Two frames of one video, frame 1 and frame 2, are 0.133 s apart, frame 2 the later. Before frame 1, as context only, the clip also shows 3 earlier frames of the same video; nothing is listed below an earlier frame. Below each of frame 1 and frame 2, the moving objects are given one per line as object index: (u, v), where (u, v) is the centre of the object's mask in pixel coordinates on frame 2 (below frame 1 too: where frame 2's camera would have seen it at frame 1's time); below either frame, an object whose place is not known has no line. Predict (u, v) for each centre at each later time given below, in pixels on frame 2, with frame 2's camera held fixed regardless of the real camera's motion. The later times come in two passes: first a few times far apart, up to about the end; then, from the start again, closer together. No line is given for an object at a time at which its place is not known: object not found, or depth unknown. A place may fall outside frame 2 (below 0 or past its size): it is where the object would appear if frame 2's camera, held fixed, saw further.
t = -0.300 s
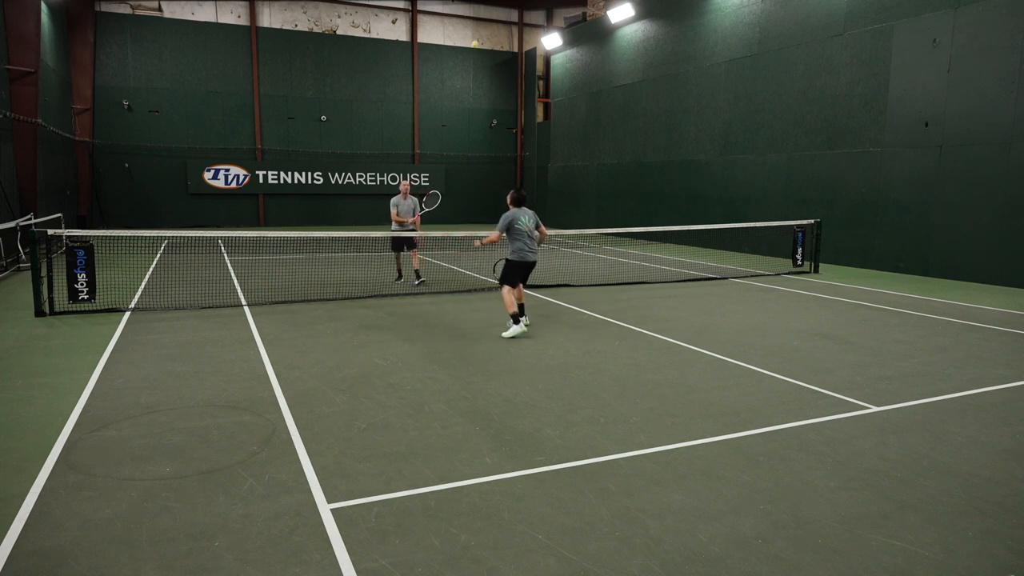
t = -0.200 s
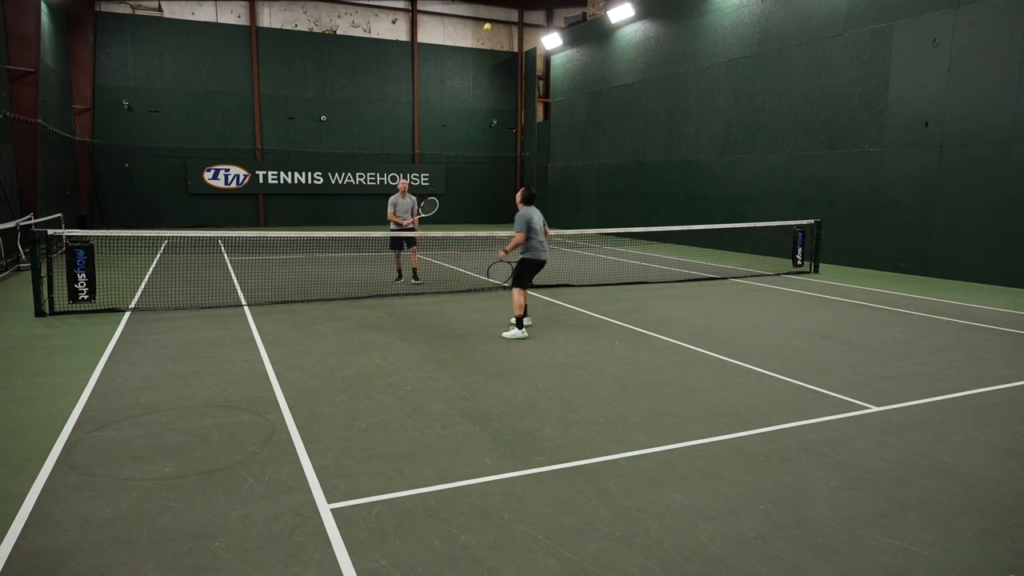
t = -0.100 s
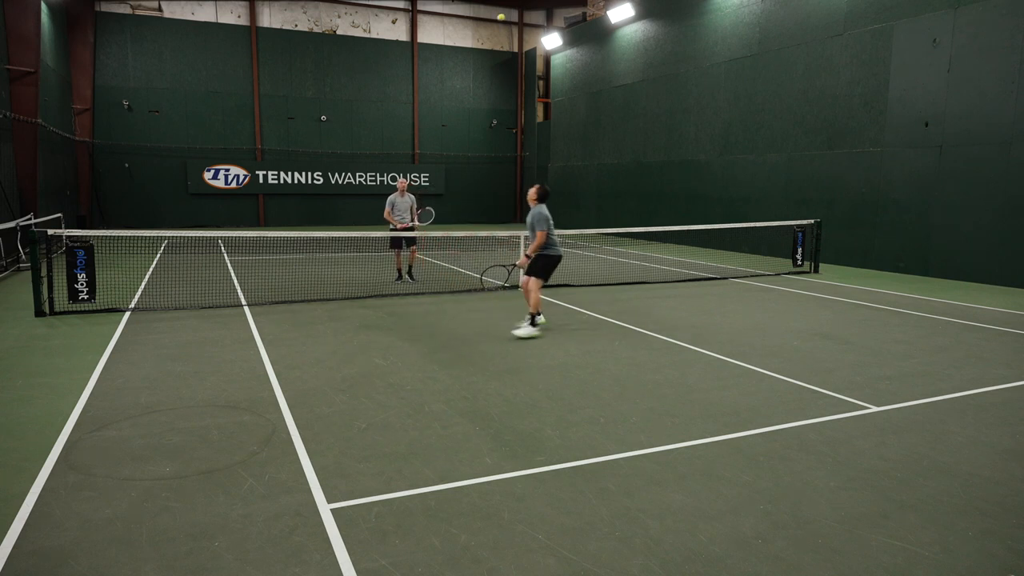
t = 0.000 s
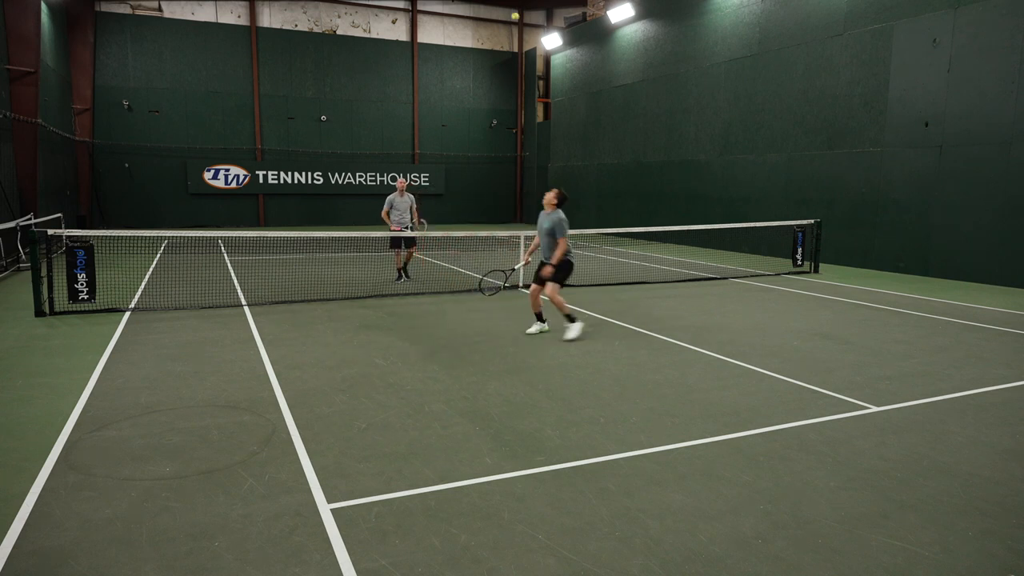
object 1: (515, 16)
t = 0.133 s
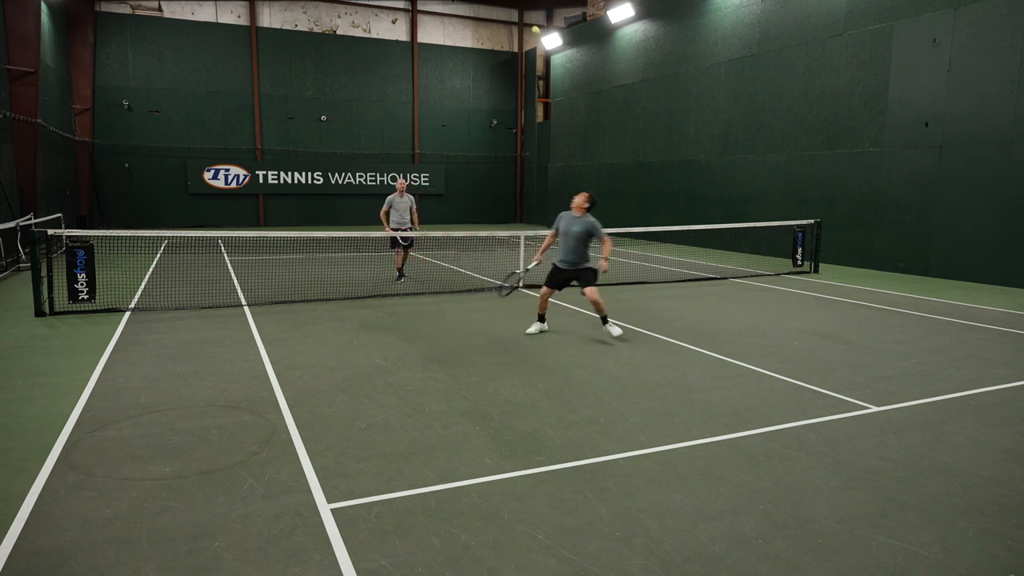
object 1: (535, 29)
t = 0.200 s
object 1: (545, 47)
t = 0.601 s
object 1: (617, 246)
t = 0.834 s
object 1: (659, 322)
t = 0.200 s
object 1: (545, 47)
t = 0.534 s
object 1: (605, 198)
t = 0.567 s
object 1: (610, 220)
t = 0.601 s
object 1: (617, 246)
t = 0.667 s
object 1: (629, 301)
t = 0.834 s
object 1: (659, 322)
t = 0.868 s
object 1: (665, 303)
